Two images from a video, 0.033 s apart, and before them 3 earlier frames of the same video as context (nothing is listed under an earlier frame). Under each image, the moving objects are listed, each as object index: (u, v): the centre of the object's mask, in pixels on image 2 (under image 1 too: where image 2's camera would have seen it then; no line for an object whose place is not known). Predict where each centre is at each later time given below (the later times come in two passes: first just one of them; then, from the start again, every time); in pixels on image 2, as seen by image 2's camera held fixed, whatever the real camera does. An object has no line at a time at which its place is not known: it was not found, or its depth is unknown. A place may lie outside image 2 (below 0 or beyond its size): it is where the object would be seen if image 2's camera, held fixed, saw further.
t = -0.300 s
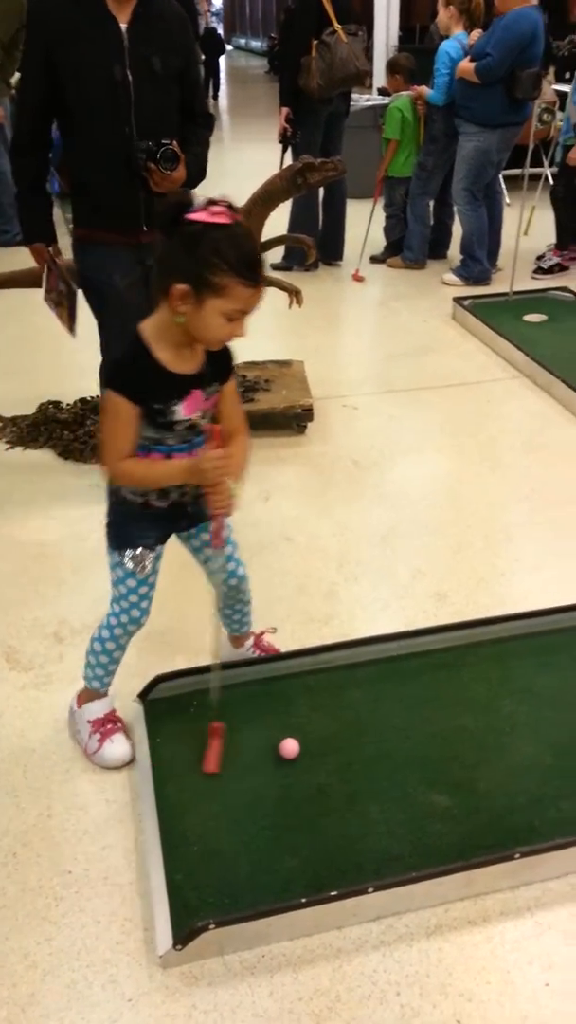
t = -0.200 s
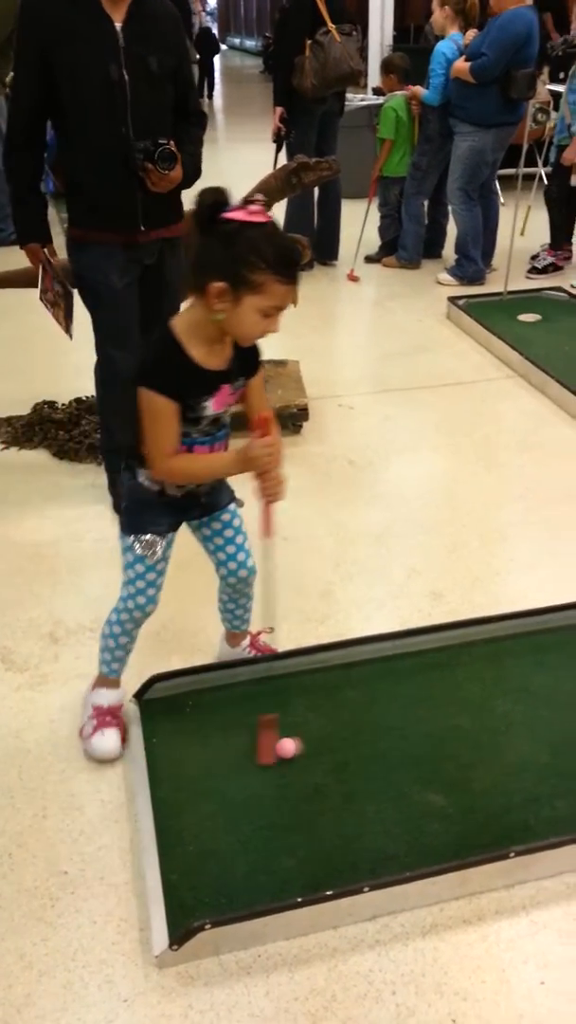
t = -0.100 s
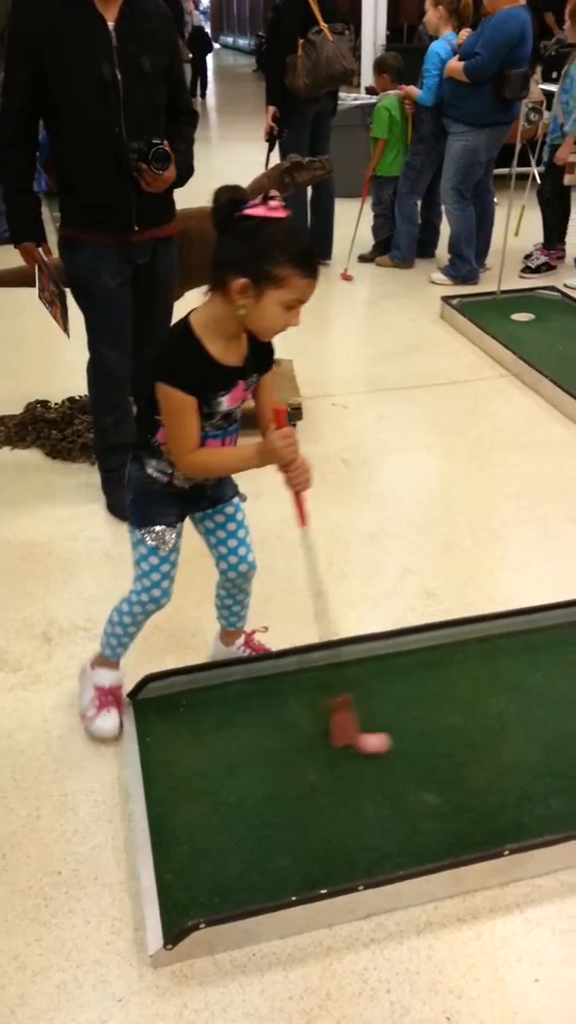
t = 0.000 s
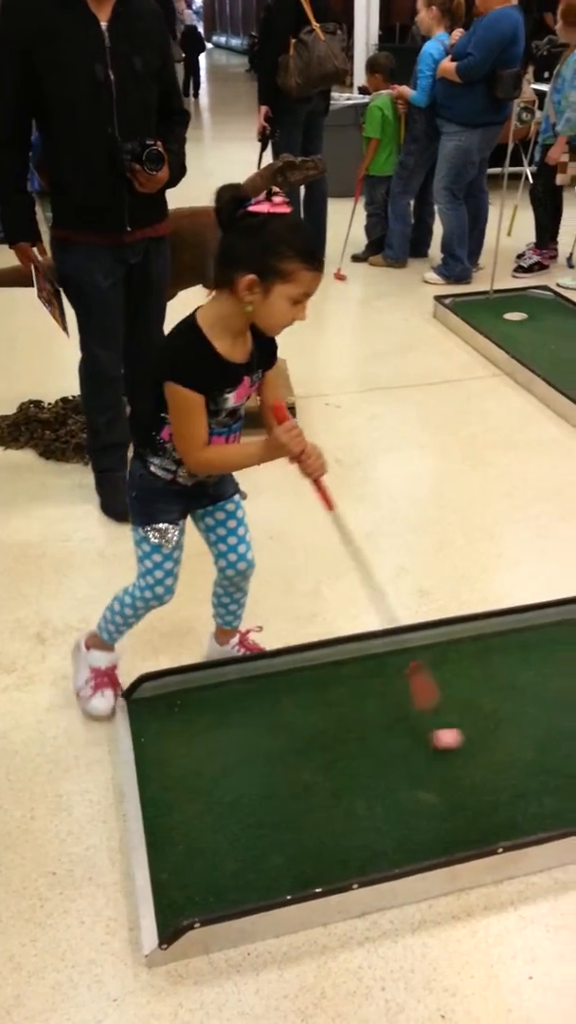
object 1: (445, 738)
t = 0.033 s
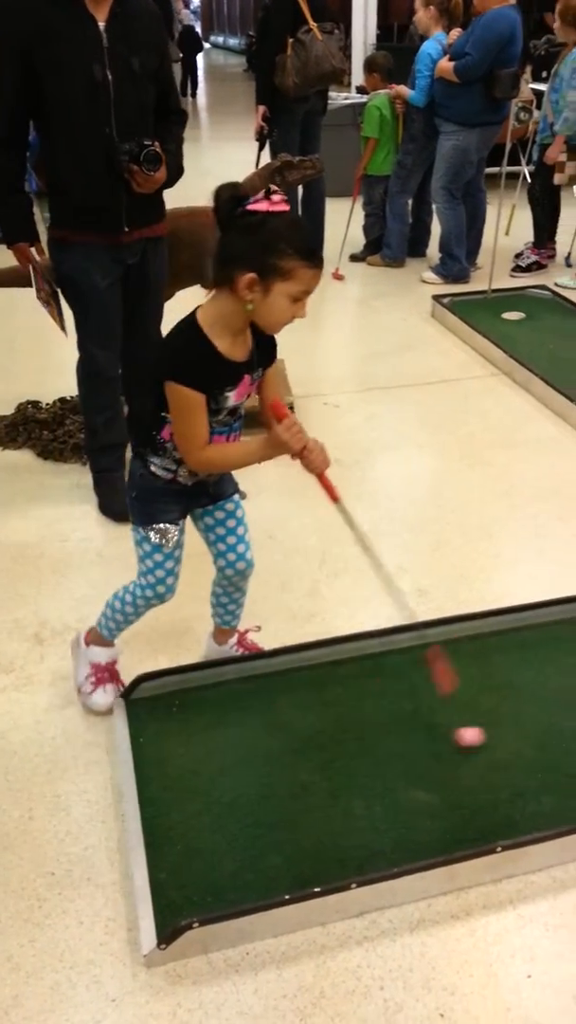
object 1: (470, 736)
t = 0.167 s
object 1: (561, 734)
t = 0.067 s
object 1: (493, 736)
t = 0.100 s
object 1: (516, 735)
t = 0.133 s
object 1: (538, 734)
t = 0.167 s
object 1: (561, 734)
